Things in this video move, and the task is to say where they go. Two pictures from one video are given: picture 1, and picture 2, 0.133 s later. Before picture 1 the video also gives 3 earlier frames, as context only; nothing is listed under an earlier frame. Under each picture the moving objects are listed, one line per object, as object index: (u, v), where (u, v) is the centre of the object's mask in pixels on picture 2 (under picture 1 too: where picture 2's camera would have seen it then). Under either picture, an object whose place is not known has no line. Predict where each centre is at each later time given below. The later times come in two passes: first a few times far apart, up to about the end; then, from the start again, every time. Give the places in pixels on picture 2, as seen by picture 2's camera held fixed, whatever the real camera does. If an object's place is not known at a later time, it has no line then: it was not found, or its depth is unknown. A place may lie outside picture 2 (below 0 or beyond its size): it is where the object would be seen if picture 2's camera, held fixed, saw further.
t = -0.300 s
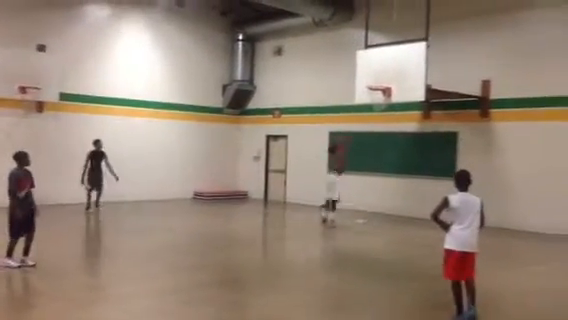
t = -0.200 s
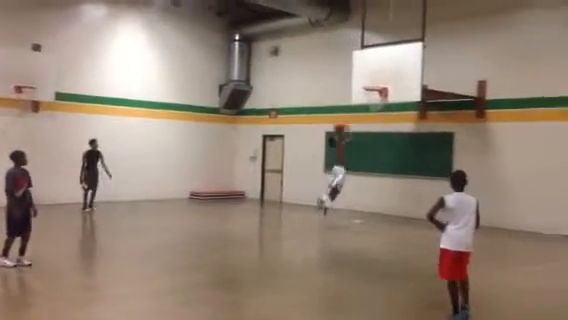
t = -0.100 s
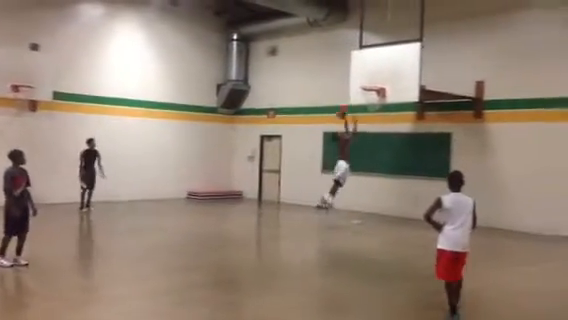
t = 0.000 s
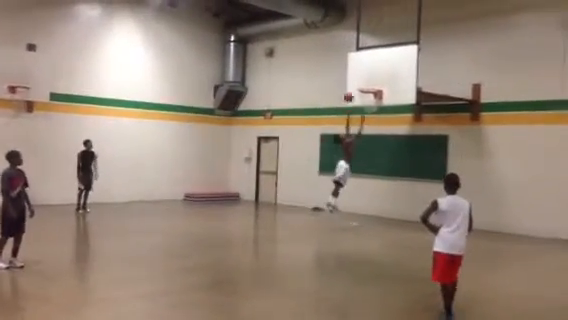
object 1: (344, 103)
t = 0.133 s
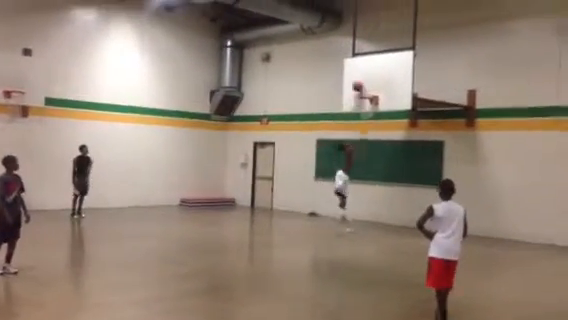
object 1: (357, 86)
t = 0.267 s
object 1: (359, 81)
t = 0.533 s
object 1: (360, 93)
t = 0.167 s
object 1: (360, 84)
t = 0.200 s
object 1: (359, 82)
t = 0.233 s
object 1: (359, 81)
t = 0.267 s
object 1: (359, 81)
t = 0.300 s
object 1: (359, 81)
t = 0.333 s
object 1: (359, 81)
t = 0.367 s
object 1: (359, 81)
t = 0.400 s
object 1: (359, 83)
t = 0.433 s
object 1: (359, 85)
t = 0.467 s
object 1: (358, 88)
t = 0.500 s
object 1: (358, 91)
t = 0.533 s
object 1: (360, 93)
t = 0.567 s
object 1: (362, 93)
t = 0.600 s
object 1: (363, 95)
